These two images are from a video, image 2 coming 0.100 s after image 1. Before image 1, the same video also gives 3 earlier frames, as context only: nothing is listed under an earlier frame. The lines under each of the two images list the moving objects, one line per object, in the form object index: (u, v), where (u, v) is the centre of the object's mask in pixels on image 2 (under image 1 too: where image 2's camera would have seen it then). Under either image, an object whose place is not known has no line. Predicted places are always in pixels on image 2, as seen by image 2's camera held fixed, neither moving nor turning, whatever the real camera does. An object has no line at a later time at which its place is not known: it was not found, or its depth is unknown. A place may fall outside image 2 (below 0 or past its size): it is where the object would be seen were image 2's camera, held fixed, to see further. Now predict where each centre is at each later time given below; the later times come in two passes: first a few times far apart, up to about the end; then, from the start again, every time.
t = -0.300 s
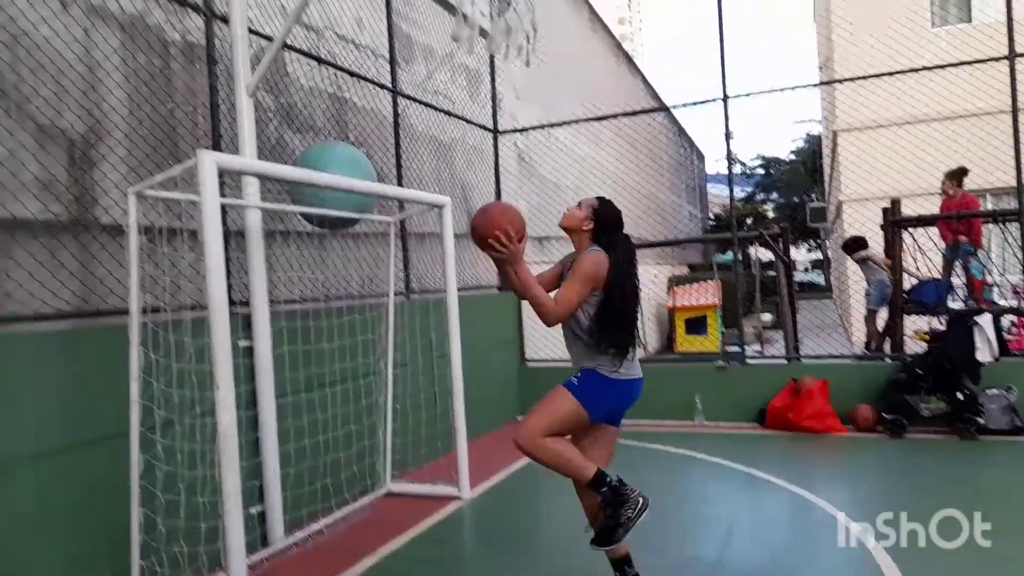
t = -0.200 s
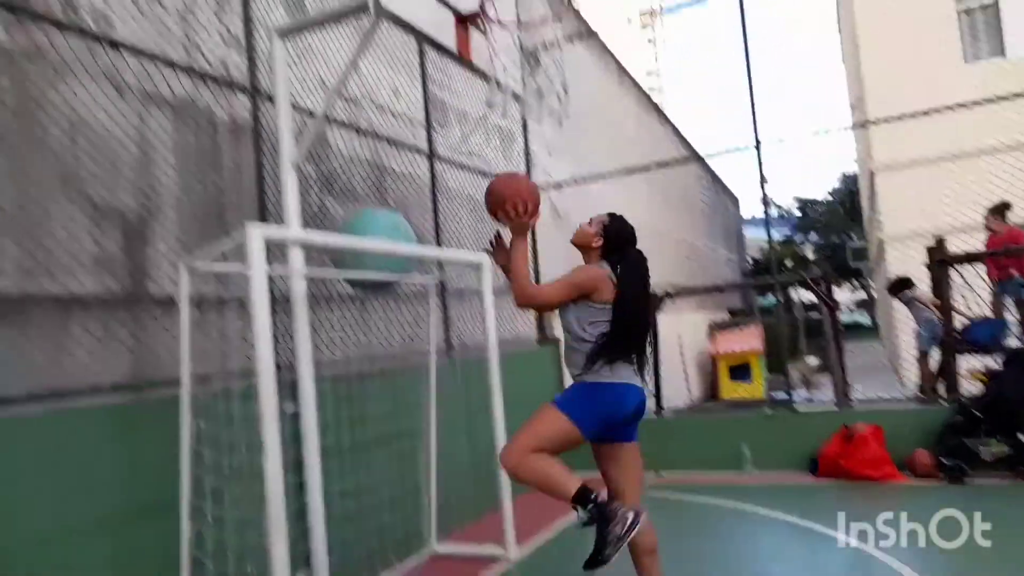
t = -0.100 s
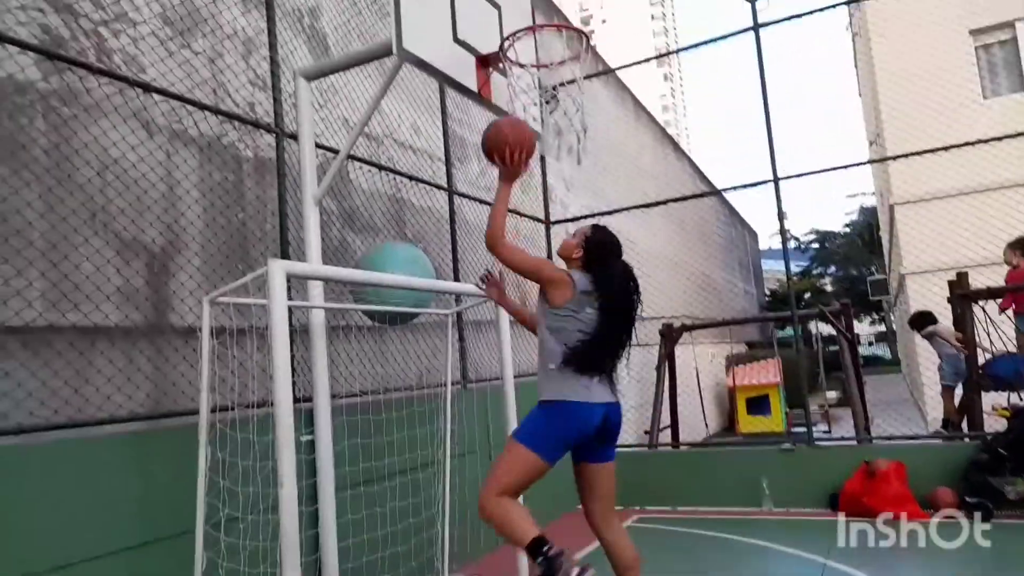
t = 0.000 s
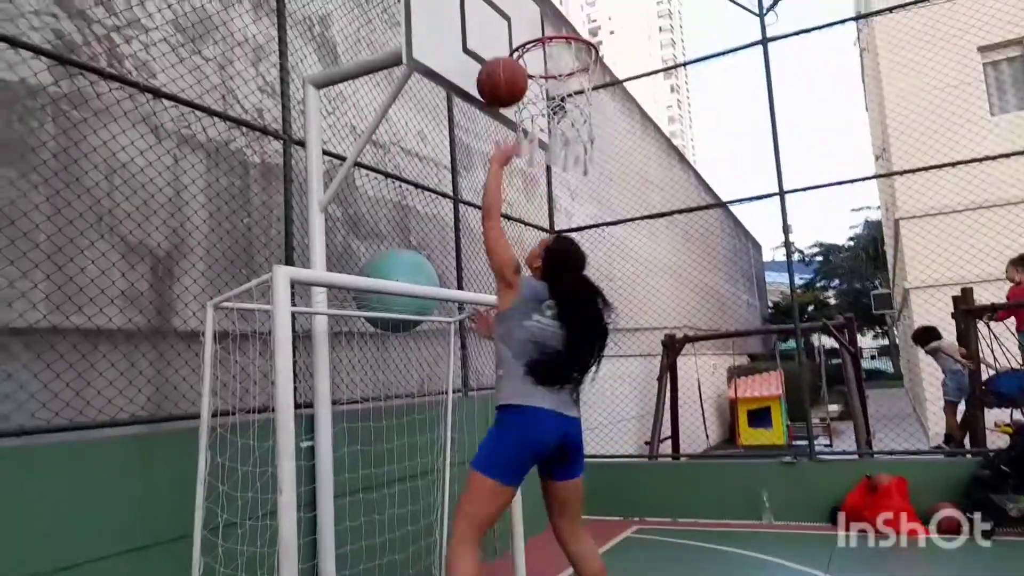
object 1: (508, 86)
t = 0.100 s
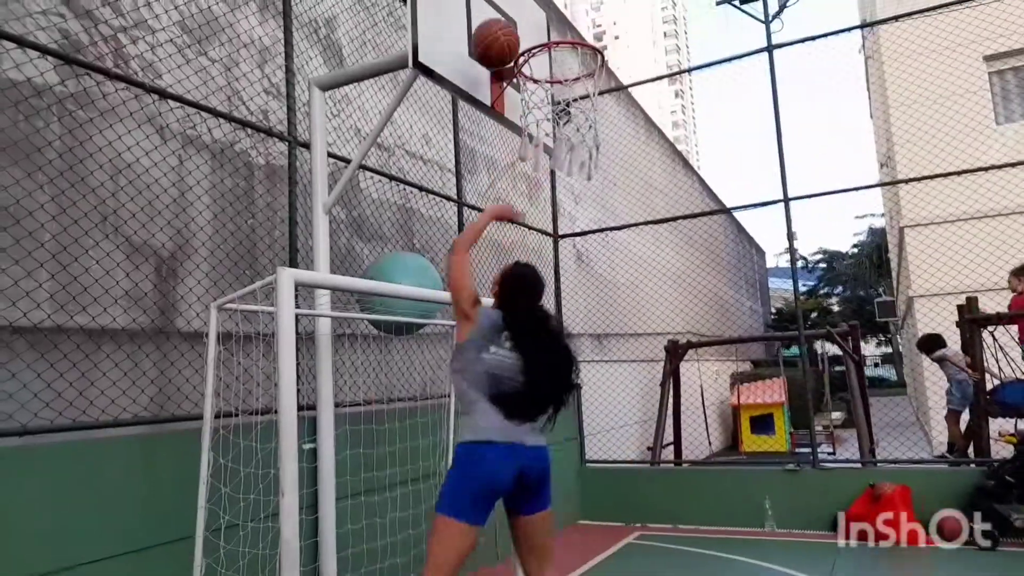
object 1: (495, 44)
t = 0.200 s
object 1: (486, 24)
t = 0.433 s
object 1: (538, 32)
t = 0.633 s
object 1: (574, 81)
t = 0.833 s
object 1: (593, 170)
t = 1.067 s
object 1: (609, 352)
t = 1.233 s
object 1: (629, 571)
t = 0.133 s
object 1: (493, 35)
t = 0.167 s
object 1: (489, 28)
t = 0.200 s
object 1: (486, 24)
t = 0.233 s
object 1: (491, 22)
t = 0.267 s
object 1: (499, 22)
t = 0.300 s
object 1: (508, 23)
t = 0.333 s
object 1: (517, 26)
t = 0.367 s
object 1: (525, 29)
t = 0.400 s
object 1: (532, 30)
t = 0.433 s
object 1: (538, 32)
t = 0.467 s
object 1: (544, 36)
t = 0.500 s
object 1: (550, 42)
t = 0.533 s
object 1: (554, 48)
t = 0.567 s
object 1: (560, 59)
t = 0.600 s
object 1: (568, 68)
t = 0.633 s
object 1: (574, 81)
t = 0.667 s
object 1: (580, 96)
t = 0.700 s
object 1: (583, 112)
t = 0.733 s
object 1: (589, 124)
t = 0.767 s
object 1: (593, 137)
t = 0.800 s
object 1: (595, 156)
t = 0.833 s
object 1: (593, 170)
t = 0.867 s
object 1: (595, 189)
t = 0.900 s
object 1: (596, 210)
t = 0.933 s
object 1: (598, 234)
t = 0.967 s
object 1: (600, 259)
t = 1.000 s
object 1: (603, 288)
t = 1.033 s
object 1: (606, 319)
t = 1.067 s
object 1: (609, 352)
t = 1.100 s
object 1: (612, 389)
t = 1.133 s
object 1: (615, 428)
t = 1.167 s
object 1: (619, 473)
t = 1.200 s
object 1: (623, 517)
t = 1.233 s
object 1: (629, 571)
